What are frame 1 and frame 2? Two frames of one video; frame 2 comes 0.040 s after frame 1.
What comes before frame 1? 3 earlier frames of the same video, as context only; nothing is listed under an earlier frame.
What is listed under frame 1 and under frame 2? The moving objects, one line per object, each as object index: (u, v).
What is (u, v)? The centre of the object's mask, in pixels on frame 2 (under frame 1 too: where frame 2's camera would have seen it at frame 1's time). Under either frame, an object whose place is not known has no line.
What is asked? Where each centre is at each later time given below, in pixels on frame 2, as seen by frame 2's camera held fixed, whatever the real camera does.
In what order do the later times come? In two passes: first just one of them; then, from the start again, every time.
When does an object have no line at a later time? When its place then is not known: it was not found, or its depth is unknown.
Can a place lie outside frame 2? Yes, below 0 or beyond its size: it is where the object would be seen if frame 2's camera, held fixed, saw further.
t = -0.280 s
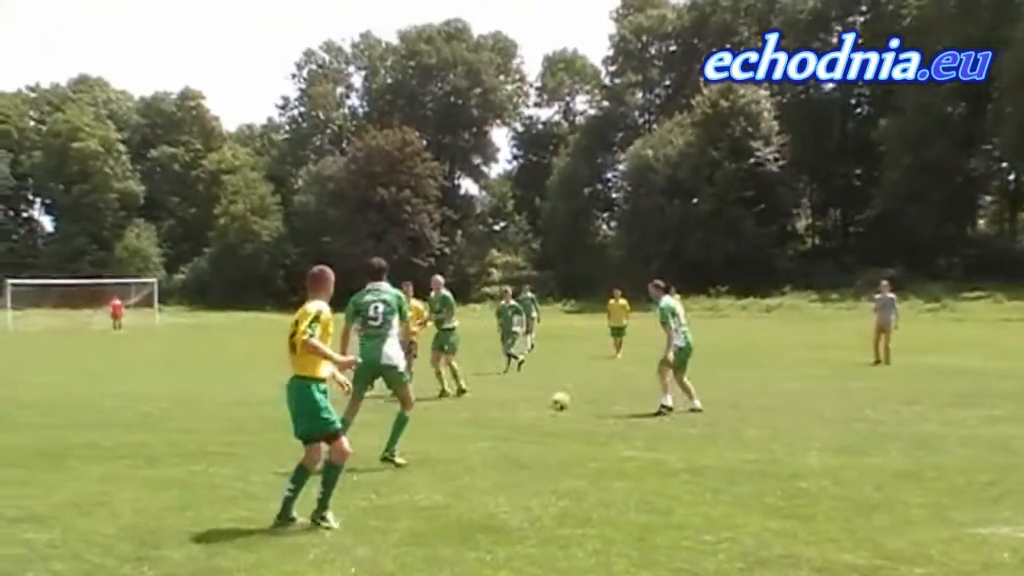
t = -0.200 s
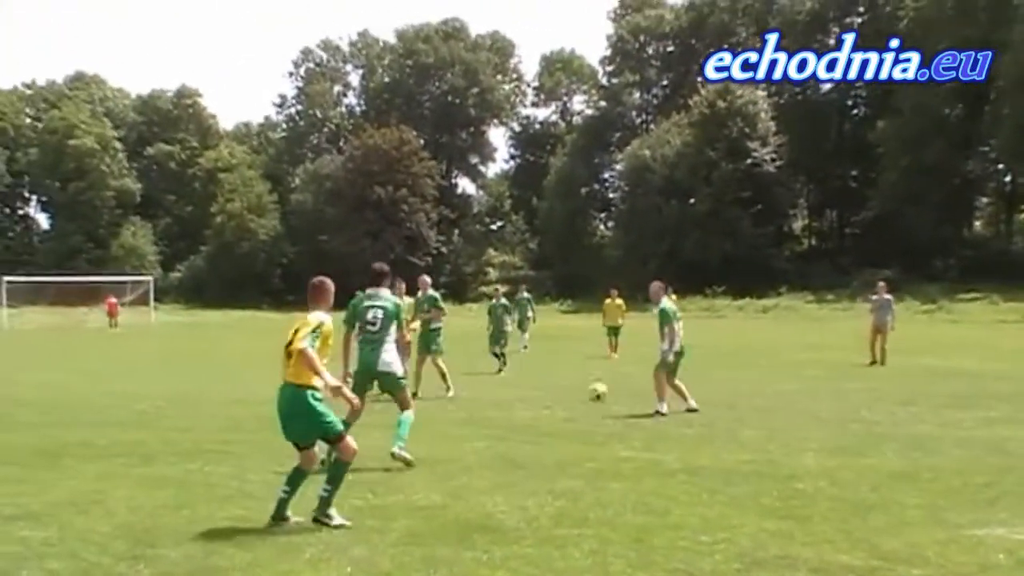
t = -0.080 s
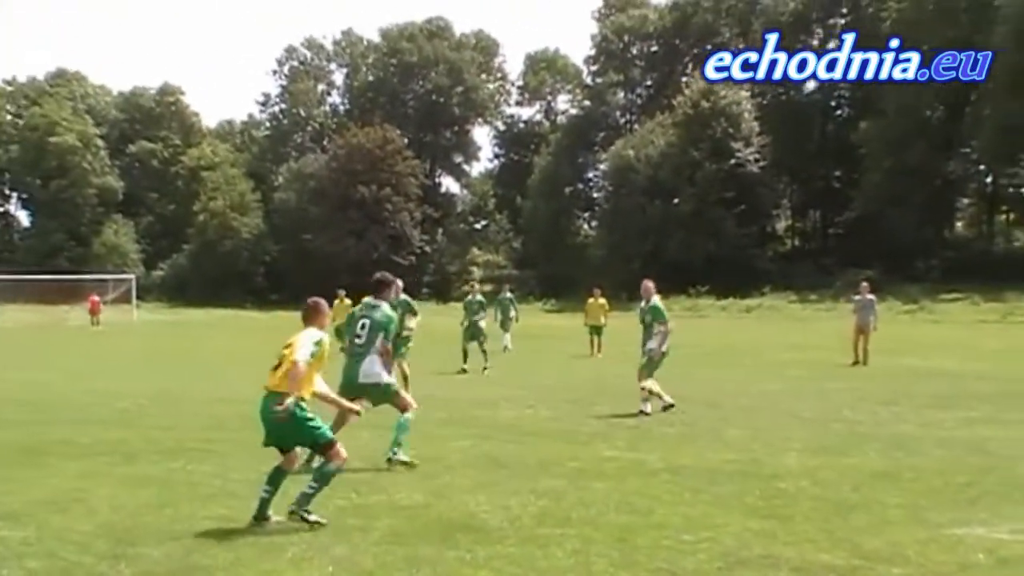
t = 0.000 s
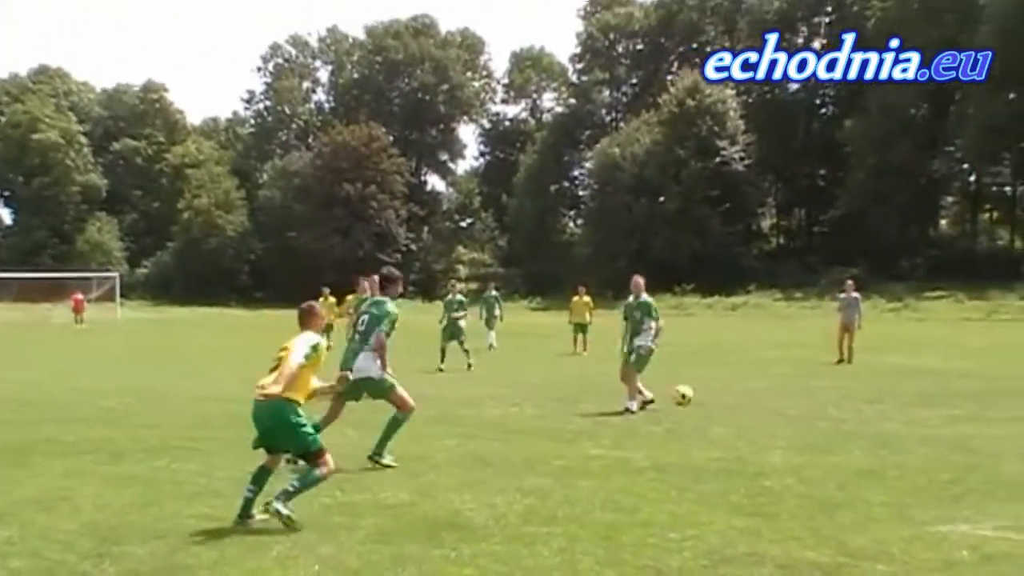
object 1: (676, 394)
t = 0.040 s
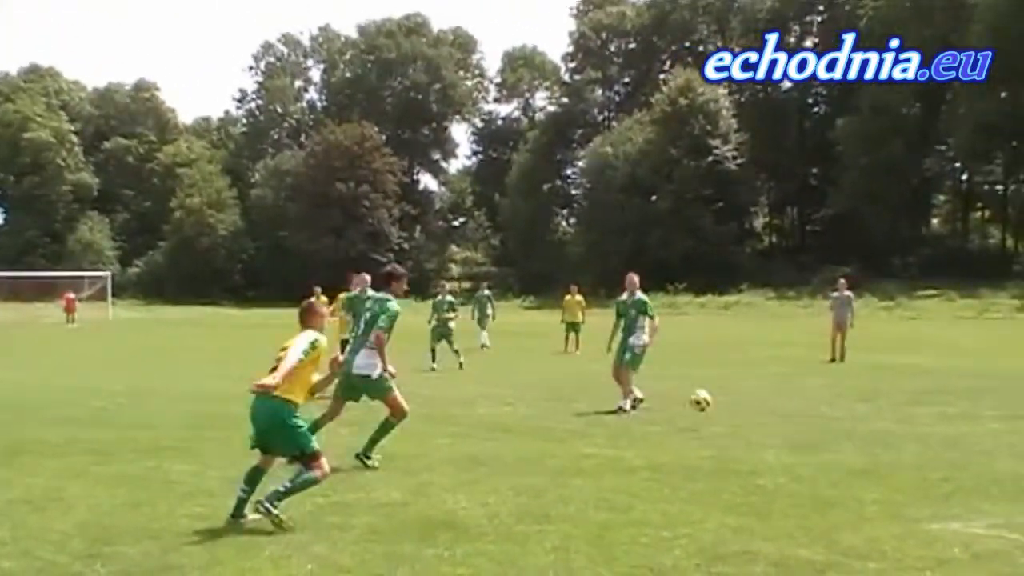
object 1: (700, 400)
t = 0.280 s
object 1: (846, 408)
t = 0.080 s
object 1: (727, 409)
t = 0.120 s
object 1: (753, 420)
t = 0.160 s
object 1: (780, 428)
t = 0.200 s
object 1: (801, 421)
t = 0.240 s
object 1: (825, 414)
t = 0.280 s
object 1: (846, 408)
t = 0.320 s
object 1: (871, 405)
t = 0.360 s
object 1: (895, 403)
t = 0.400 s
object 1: (920, 403)
